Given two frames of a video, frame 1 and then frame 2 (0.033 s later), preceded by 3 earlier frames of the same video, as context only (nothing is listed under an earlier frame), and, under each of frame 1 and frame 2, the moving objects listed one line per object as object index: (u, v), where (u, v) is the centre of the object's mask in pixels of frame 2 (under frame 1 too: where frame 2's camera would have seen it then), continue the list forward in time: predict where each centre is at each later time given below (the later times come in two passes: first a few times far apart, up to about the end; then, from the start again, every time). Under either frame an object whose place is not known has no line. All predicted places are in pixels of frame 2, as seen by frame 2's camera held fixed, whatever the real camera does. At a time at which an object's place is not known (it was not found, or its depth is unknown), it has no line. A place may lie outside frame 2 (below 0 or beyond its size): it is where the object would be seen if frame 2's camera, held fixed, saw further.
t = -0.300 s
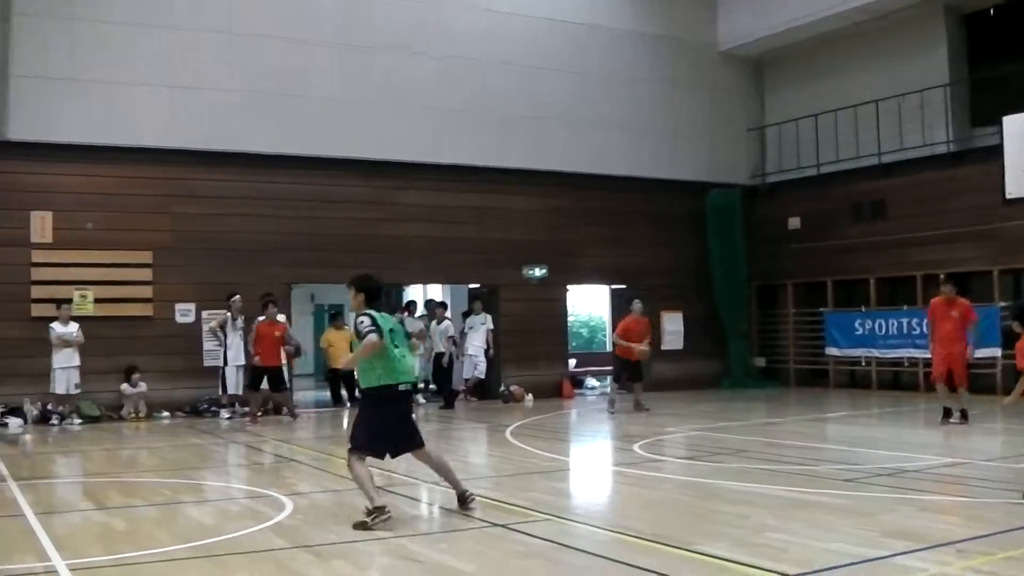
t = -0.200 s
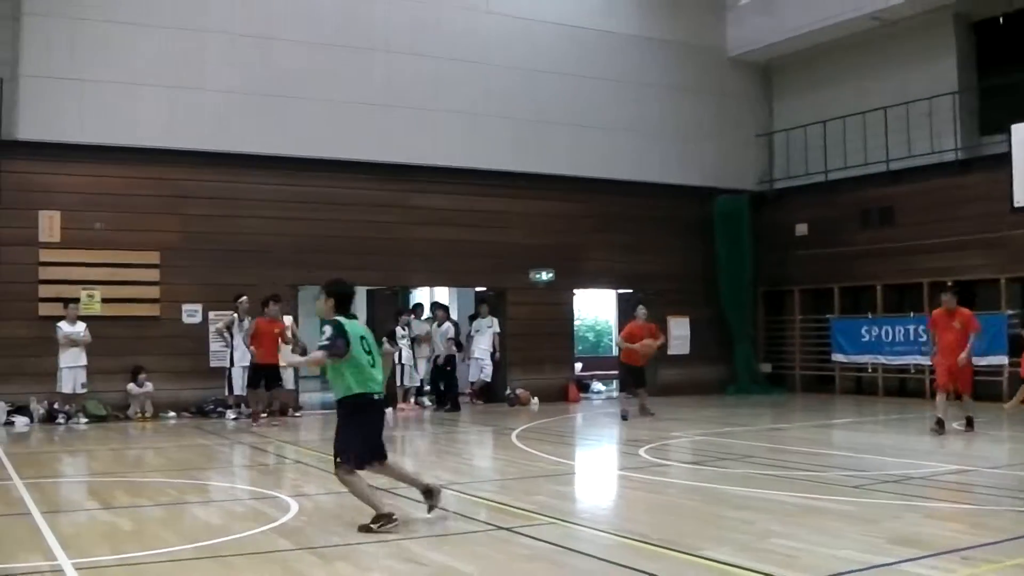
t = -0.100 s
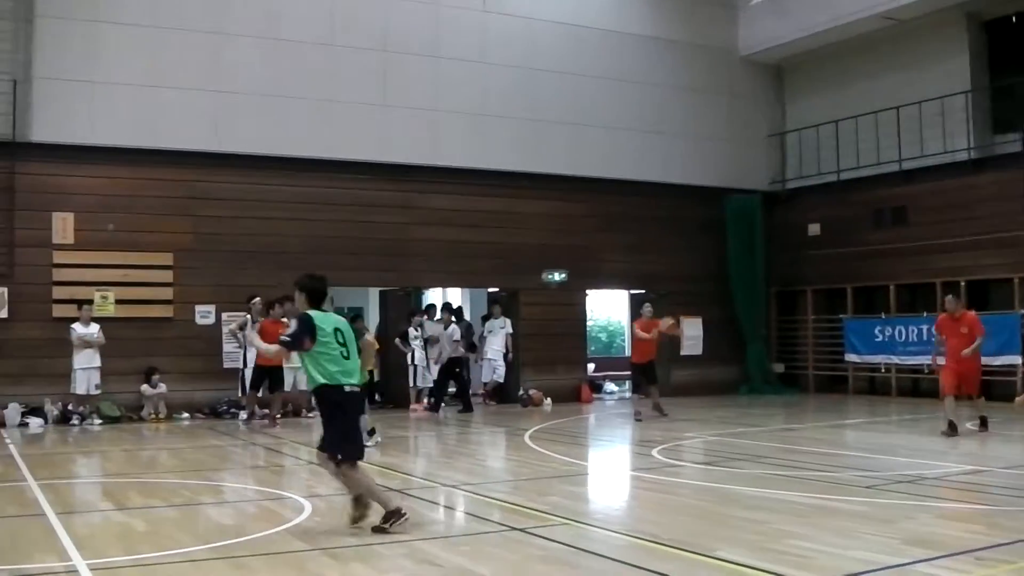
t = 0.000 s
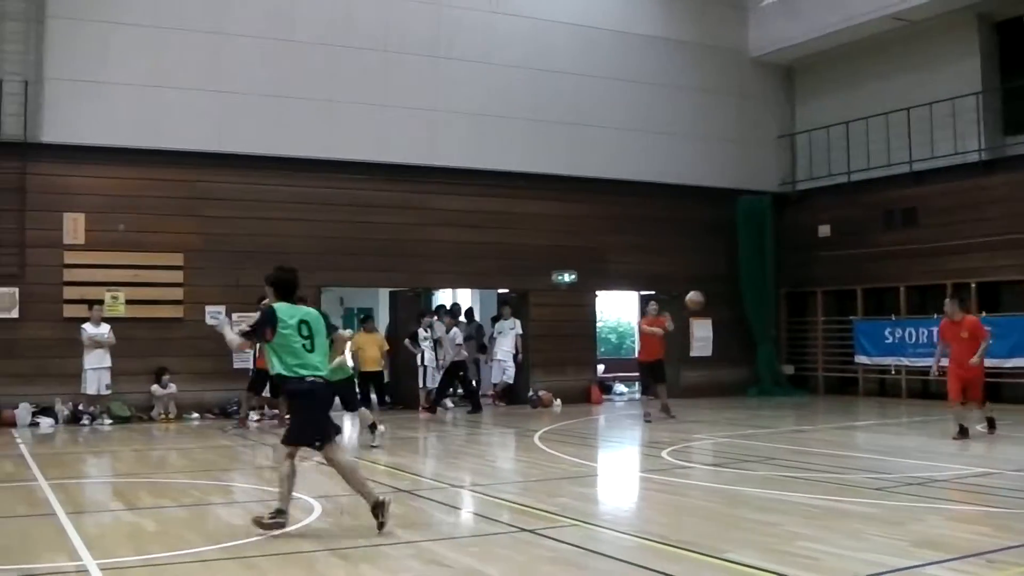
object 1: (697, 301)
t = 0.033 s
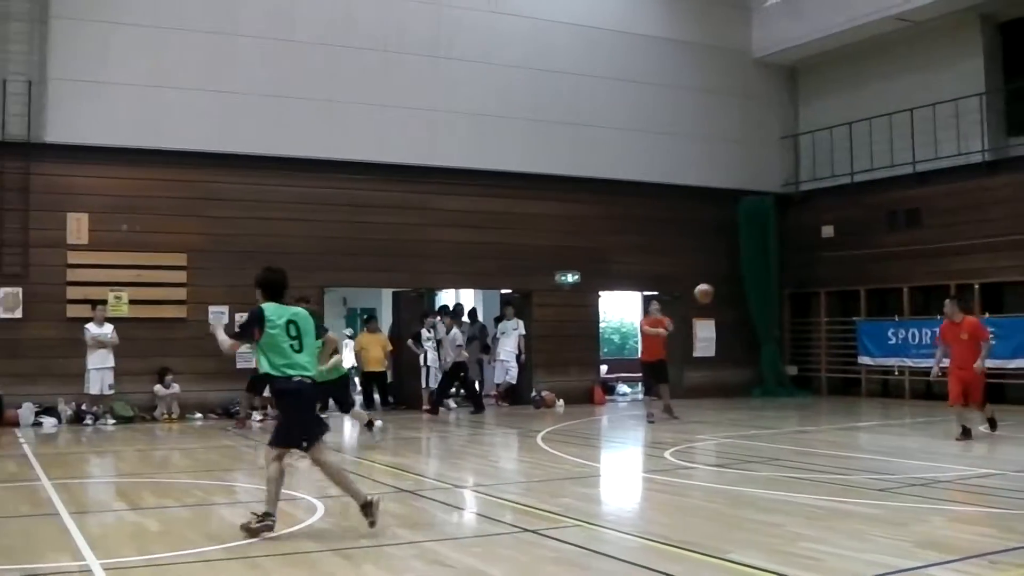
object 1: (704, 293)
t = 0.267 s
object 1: (755, 252)
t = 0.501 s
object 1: (827, 258)
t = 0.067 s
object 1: (711, 287)
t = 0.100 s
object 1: (719, 280)
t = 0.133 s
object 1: (725, 274)
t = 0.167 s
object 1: (731, 268)
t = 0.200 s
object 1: (740, 262)
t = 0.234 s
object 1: (747, 256)
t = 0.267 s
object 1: (755, 252)
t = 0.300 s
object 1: (764, 249)
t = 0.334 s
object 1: (772, 247)
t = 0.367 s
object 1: (782, 248)
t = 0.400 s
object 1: (792, 250)
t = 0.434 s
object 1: (802, 251)
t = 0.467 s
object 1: (814, 254)
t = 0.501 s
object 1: (827, 258)
